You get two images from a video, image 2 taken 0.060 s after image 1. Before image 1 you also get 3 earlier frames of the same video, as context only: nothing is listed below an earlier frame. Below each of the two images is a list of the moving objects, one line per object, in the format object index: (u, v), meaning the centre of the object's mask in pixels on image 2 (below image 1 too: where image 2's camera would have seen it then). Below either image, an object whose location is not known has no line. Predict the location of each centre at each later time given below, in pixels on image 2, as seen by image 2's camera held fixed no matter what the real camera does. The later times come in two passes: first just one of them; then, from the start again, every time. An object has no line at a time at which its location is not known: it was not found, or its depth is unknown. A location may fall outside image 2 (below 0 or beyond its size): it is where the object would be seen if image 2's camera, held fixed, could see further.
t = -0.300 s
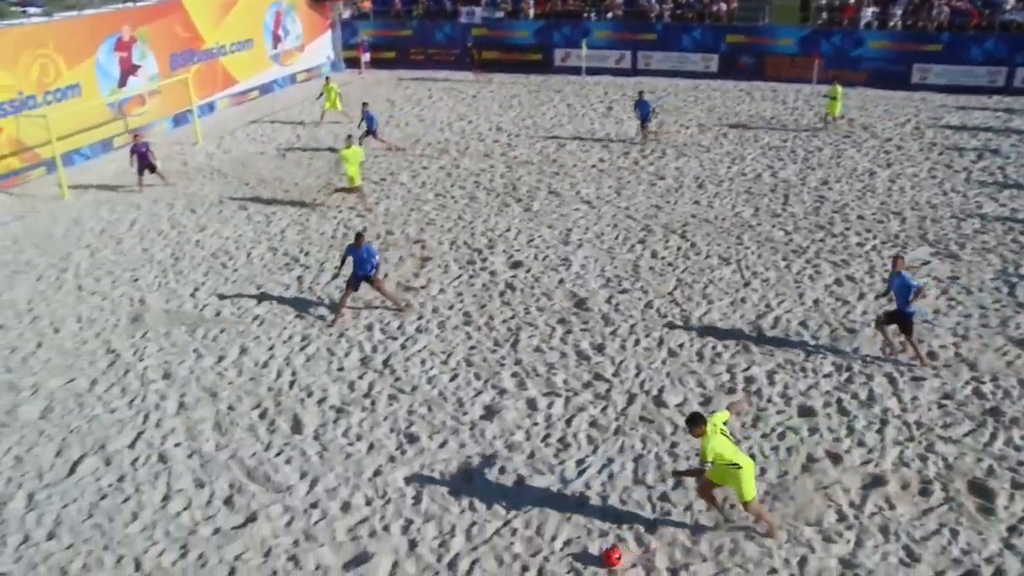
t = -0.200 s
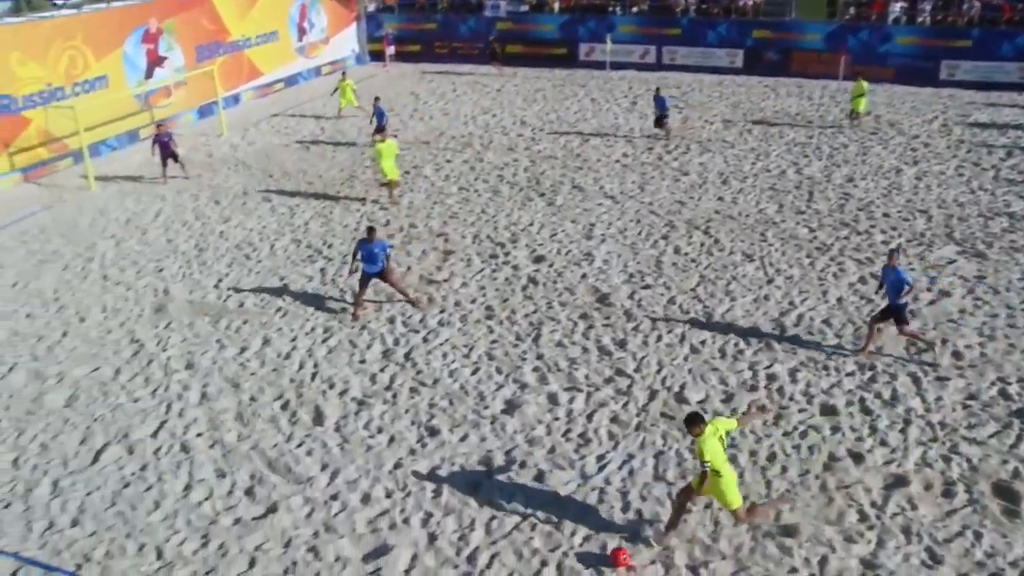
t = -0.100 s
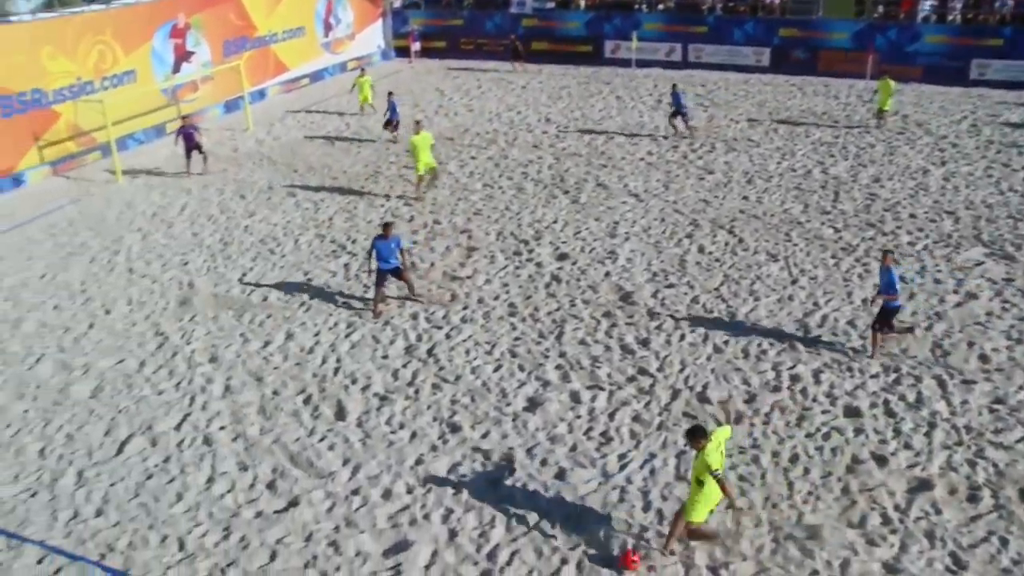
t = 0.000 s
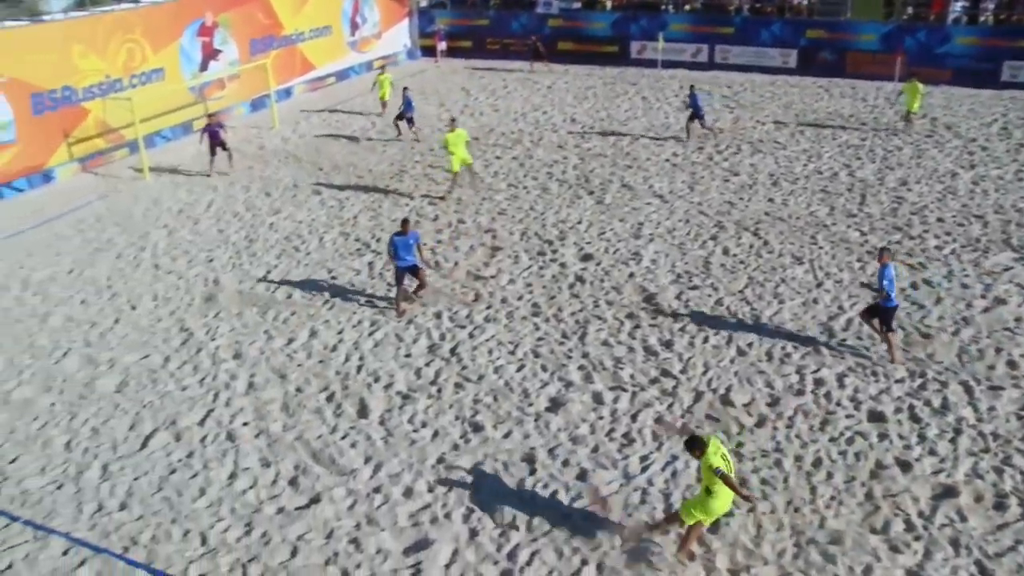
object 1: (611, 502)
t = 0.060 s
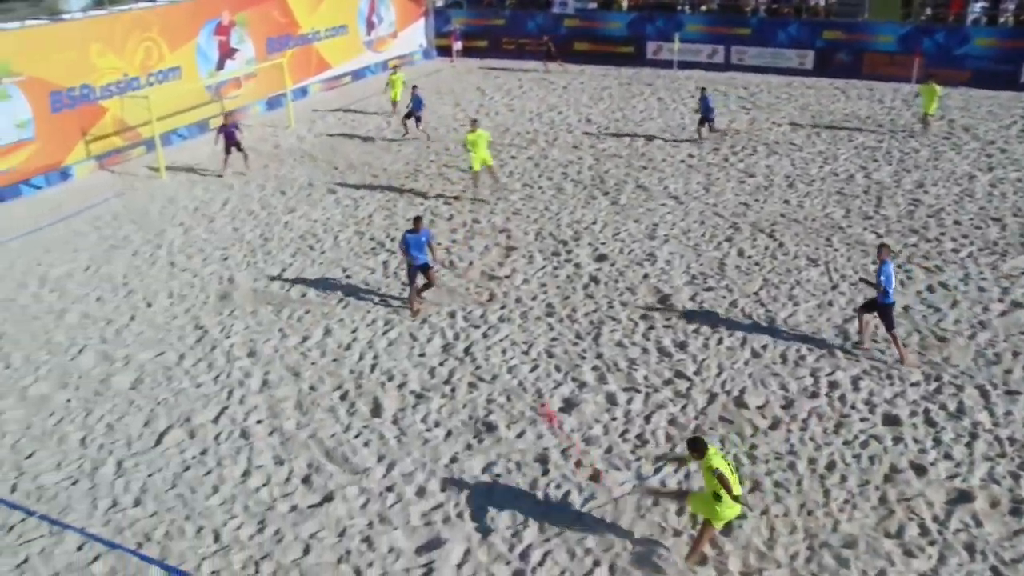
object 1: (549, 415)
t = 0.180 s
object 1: (459, 298)
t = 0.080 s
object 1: (531, 390)
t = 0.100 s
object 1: (513, 368)
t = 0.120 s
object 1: (499, 348)
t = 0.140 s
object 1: (485, 331)
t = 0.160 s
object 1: (470, 314)
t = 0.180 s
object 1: (459, 298)
